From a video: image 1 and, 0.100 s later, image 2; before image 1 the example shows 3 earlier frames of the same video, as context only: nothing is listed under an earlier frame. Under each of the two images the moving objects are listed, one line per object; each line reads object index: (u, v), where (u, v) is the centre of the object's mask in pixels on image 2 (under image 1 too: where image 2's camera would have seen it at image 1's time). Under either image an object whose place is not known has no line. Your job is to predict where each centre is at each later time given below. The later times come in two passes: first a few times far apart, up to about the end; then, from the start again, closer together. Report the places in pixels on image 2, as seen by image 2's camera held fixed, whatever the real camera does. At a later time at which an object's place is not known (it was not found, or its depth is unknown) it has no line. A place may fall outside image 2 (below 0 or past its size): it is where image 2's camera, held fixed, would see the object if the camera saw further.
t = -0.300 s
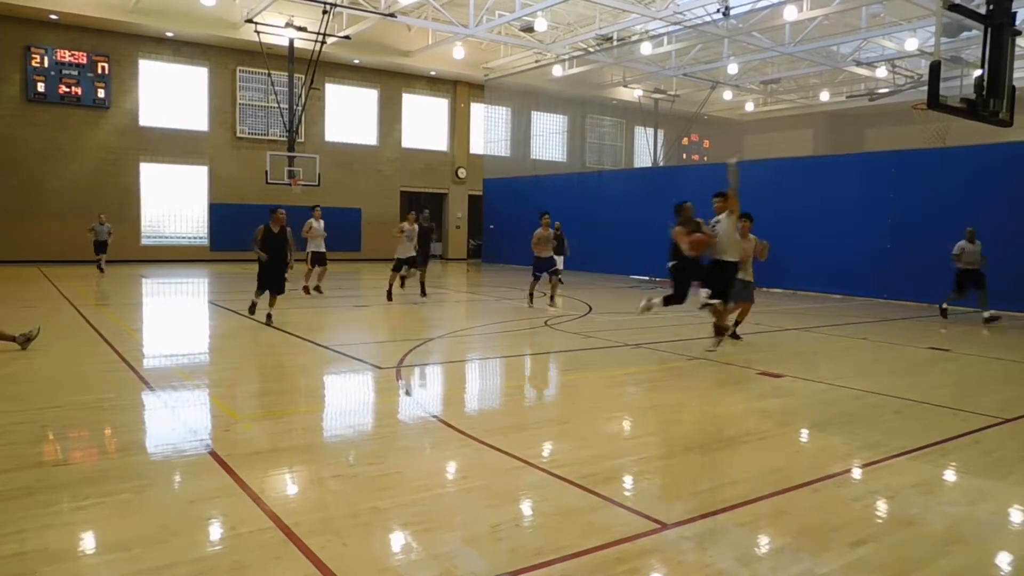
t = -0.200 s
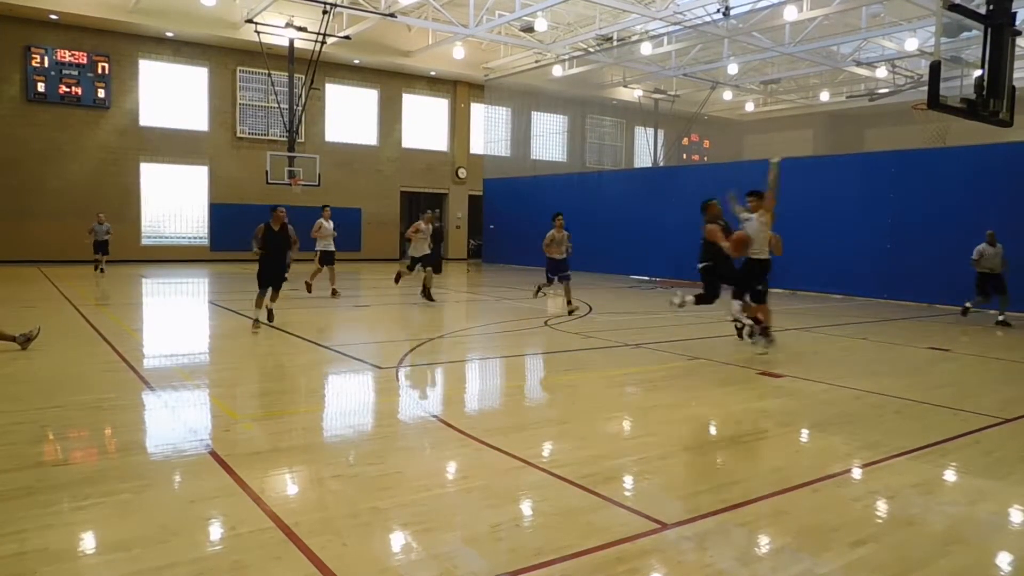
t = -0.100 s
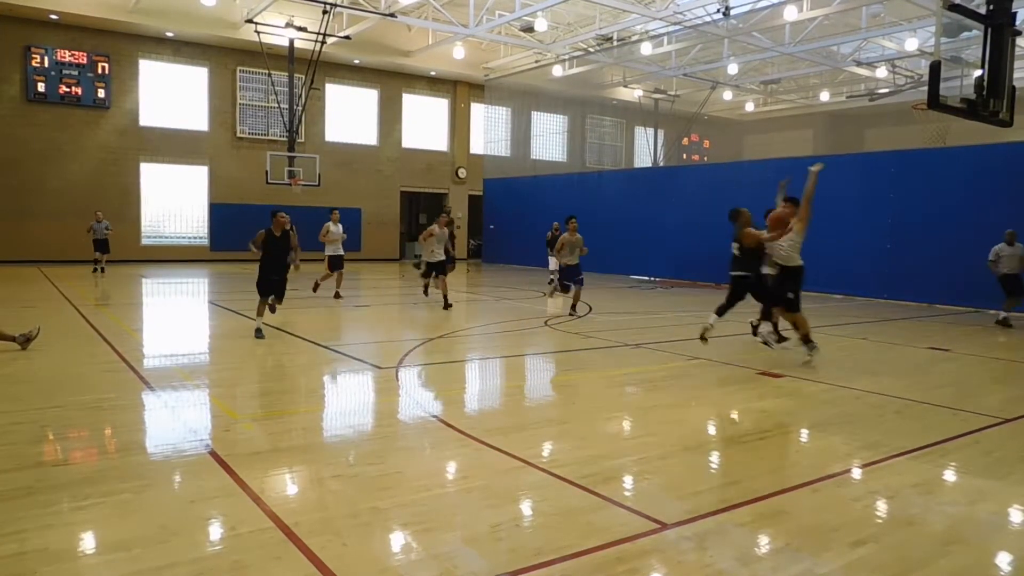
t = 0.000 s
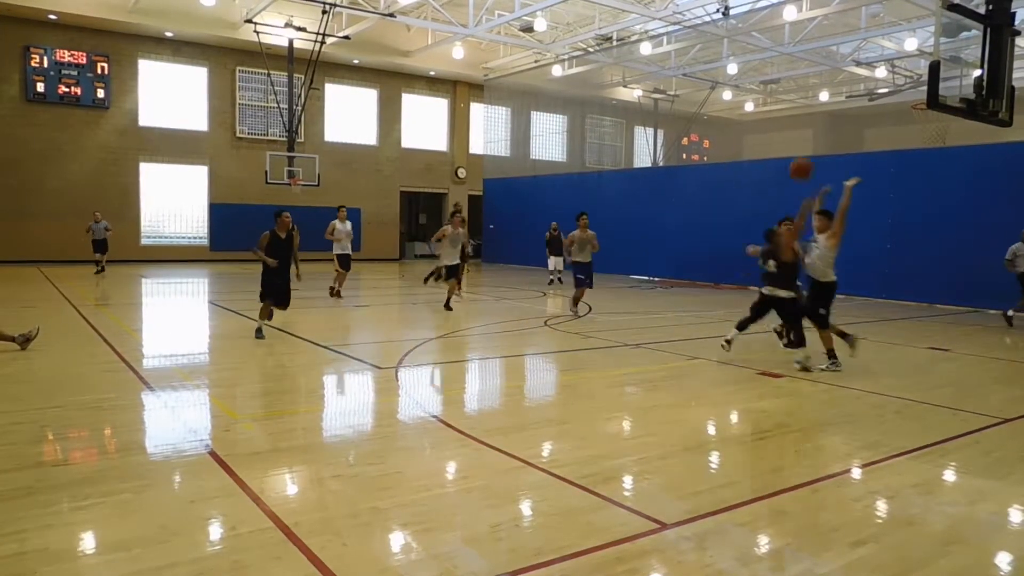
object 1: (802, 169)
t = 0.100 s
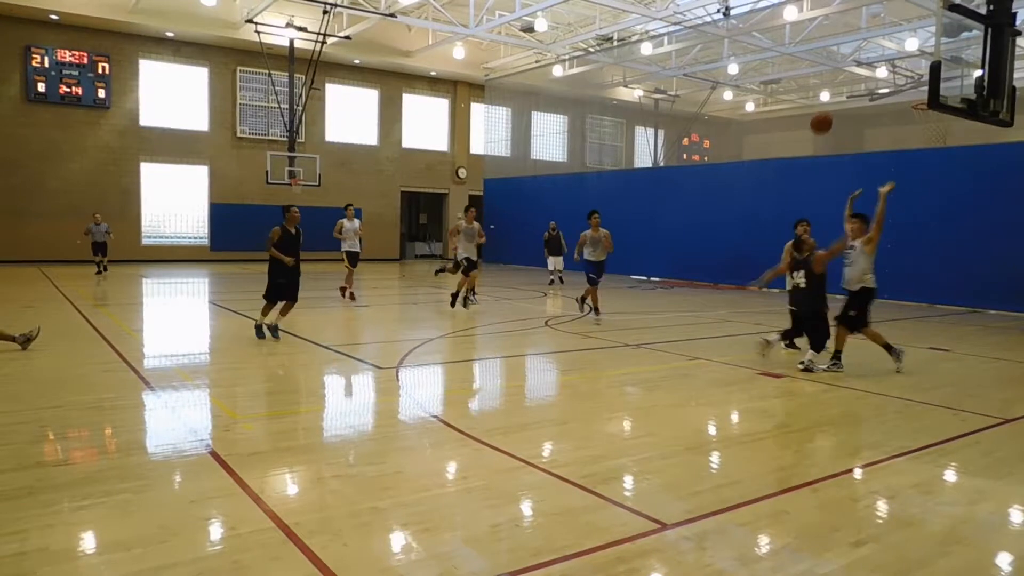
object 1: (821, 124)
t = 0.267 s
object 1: (851, 69)
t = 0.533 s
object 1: (895, 36)
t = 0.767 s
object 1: (925, 59)
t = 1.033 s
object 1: (960, 138)
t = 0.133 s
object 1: (827, 111)
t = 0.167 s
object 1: (833, 97)
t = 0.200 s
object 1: (839, 87)
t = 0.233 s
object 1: (845, 77)
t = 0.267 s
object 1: (851, 69)
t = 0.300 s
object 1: (857, 61)
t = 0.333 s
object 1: (862, 54)
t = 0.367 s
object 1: (868, 49)
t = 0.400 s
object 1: (873, 44)
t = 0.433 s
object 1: (879, 41)
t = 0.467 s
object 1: (884, 38)
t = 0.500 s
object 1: (890, 37)
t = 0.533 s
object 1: (895, 36)
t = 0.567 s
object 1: (900, 37)
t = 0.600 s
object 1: (905, 38)
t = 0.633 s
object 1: (909, 41)
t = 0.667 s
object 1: (914, 44)
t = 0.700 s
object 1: (919, 49)
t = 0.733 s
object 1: (924, 54)
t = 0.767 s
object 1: (925, 59)
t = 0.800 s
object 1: (927, 67)
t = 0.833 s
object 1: (944, 74)
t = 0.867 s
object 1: (946, 82)
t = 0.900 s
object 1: (949, 91)
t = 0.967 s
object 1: (952, 118)
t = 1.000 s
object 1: (957, 127)
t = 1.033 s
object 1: (960, 138)
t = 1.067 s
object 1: (964, 152)
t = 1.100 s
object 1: (967, 165)
